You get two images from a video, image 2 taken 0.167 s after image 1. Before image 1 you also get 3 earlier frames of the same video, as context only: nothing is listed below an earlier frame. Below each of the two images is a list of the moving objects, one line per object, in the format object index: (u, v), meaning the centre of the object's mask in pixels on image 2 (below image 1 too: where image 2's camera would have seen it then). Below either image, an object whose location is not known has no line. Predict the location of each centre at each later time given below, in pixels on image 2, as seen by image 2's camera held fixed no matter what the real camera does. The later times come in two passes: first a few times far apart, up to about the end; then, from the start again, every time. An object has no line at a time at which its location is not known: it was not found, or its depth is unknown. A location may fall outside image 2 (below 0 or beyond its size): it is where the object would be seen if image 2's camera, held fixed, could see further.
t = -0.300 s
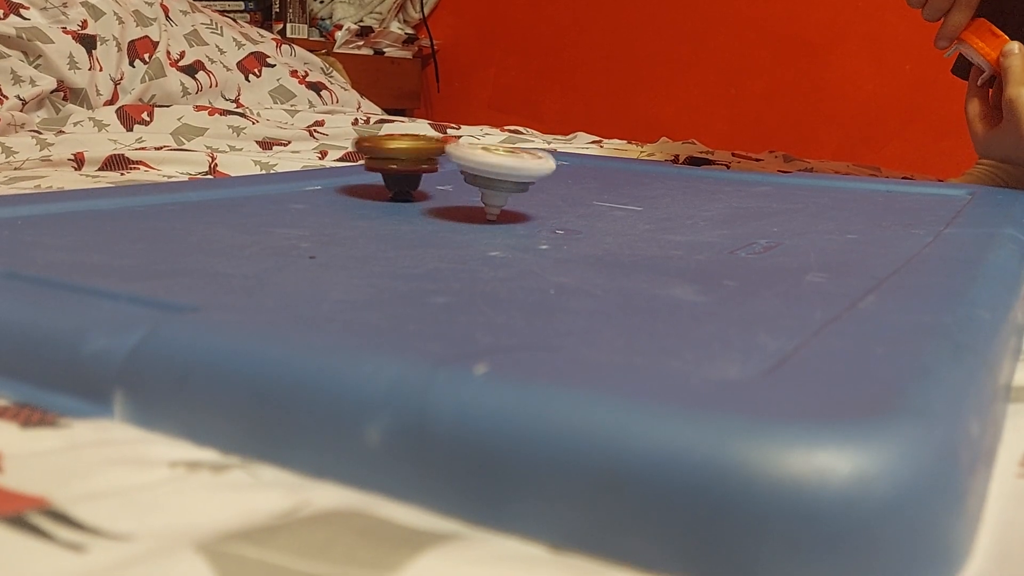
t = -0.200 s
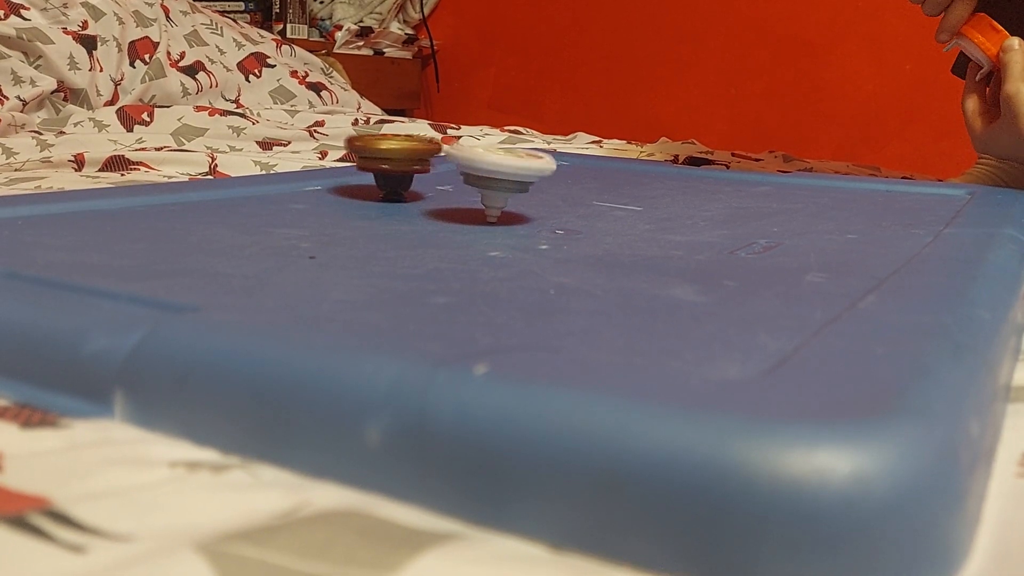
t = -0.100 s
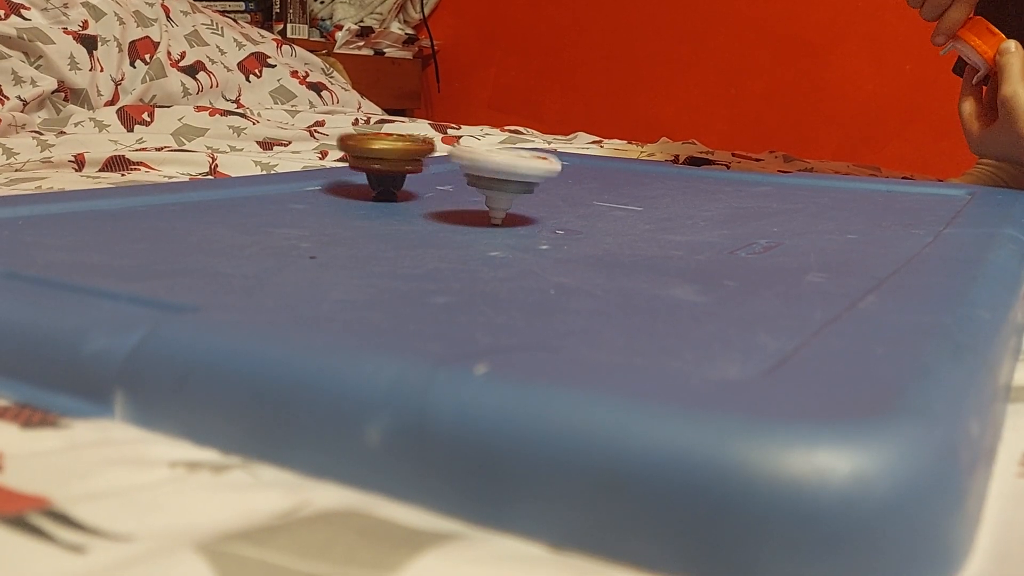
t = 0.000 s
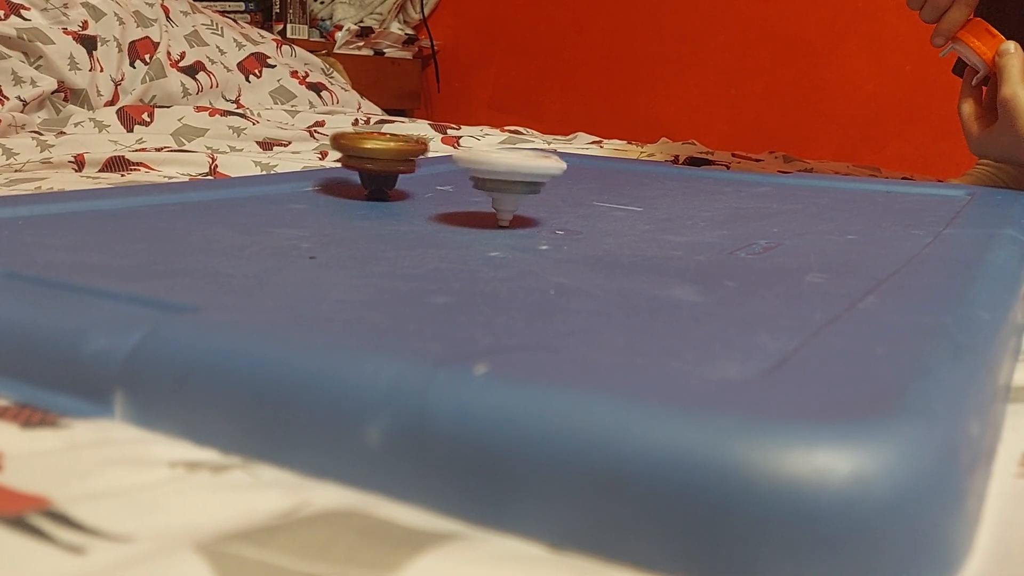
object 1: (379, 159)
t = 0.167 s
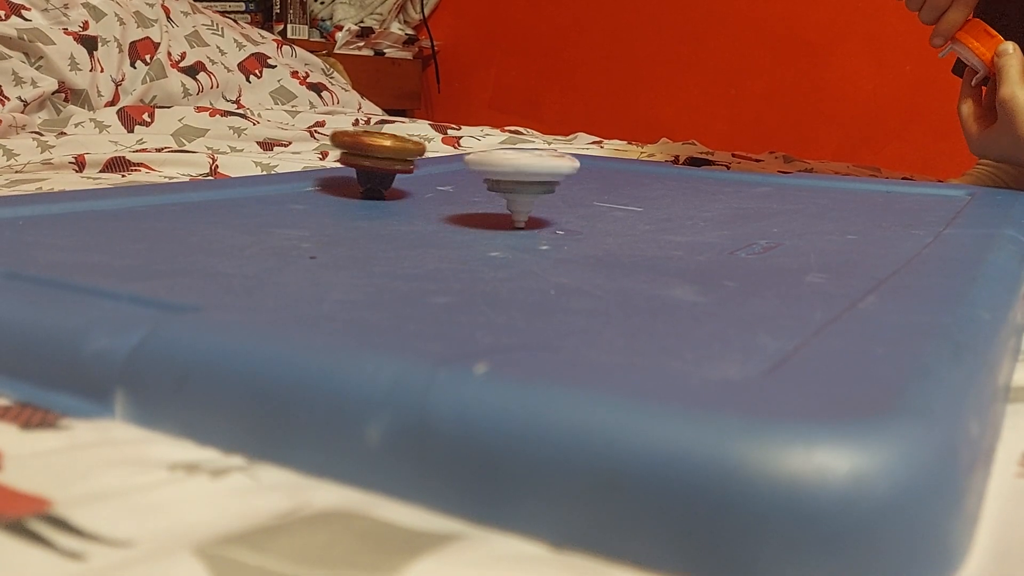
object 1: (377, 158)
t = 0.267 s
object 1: (378, 158)
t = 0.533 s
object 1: (377, 158)
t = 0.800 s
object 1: (379, 164)
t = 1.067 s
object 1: (368, 167)
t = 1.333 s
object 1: (348, 168)
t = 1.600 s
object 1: (347, 167)
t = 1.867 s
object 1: (356, 168)
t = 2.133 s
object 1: (364, 170)
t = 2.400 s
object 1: (372, 170)
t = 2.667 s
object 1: (399, 172)
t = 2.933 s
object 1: (420, 178)
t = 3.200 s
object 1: (425, 182)
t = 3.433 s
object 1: (419, 188)
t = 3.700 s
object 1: (394, 189)
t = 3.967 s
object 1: (383, 186)
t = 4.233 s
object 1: (408, 180)
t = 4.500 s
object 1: (456, 179)
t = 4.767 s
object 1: (512, 180)
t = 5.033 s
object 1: (547, 183)
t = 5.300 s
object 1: (545, 186)
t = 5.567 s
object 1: (526, 186)
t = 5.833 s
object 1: (505, 180)
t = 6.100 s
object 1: (501, 175)
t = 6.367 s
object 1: (523, 170)
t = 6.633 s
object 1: (550, 169)
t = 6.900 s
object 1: (590, 174)
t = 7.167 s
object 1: (591, 180)
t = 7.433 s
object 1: (563, 182)
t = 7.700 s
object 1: (539, 181)
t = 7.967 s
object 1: (536, 183)
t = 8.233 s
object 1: (519, 185)
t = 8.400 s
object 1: (494, 184)
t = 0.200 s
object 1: (378, 158)
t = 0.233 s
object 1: (379, 158)
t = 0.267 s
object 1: (378, 158)
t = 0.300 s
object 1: (377, 157)
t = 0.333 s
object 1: (377, 157)
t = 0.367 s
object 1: (377, 157)
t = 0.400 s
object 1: (377, 157)
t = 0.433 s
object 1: (377, 157)
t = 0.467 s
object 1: (377, 158)
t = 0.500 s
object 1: (378, 158)
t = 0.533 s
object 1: (377, 158)
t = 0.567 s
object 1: (378, 159)
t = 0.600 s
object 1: (379, 159)
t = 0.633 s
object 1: (378, 160)
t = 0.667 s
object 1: (379, 161)
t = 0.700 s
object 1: (380, 162)
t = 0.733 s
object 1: (380, 163)
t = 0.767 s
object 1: (380, 163)
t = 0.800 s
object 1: (379, 164)
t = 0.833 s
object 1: (379, 165)
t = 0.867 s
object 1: (378, 165)
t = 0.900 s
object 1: (378, 165)
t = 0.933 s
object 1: (376, 166)
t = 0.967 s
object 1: (375, 166)
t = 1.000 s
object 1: (373, 167)
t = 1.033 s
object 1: (370, 167)
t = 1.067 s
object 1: (368, 167)
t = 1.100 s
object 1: (366, 167)
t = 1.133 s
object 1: (363, 167)
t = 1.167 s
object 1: (360, 168)
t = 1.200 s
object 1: (358, 167)
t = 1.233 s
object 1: (355, 168)
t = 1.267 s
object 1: (353, 167)
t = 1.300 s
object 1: (351, 168)
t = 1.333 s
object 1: (348, 168)
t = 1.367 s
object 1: (346, 167)
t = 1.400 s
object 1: (346, 168)
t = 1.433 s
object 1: (344, 167)
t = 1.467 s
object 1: (344, 167)
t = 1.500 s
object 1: (343, 167)
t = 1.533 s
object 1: (344, 167)
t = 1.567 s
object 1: (346, 168)
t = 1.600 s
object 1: (347, 167)
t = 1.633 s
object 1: (346, 167)
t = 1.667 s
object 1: (347, 167)
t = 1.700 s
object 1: (348, 167)
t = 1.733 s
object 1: (349, 167)
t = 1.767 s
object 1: (350, 167)
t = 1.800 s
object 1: (353, 167)
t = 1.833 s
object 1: (354, 168)
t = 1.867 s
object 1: (356, 168)
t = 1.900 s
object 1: (361, 169)
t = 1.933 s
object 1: (364, 169)
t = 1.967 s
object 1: (367, 170)
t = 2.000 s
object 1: (370, 171)
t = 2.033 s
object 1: (368, 171)
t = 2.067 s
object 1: (364, 171)
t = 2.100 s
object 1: (363, 170)
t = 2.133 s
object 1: (364, 170)
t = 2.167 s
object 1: (362, 170)
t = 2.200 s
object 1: (362, 170)
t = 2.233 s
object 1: (363, 171)
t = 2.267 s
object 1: (365, 171)
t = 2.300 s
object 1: (368, 170)
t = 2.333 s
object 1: (369, 170)
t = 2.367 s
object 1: (370, 170)
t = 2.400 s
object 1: (372, 170)
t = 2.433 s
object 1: (374, 170)
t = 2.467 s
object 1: (377, 170)
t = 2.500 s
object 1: (380, 171)
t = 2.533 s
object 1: (383, 171)
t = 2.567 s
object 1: (386, 171)
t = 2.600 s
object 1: (390, 171)
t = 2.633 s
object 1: (394, 172)
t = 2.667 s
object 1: (399, 172)
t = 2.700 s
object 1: (401, 173)
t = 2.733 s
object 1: (405, 173)
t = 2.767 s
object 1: (409, 174)
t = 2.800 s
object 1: (412, 175)
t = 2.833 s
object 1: (415, 176)
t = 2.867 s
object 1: (417, 177)
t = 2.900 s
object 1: (419, 177)
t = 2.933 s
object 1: (420, 178)
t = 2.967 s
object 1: (423, 179)
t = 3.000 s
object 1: (423, 179)
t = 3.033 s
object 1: (424, 180)
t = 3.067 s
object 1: (424, 180)
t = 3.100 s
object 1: (427, 180)
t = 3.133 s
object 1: (425, 181)
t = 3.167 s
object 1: (425, 181)
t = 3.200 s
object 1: (425, 182)
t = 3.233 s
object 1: (425, 183)
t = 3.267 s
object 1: (423, 182)
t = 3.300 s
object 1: (421, 184)
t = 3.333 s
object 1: (422, 185)
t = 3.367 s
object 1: (420, 187)
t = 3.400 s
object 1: (420, 187)
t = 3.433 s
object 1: (419, 188)
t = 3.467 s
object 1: (416, 189)
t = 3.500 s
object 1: (413, 189)
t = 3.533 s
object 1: (409, 189)
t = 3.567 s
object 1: (406, 190)
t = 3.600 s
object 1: (403, 189)
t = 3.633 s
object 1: (400, 189)
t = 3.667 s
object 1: (397, 189)
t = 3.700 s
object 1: (394, 189)
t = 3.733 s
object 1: (391, 188)
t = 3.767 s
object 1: (389, 188)
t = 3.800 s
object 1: (388, 188)
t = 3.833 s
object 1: (385, 188)
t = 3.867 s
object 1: (383, 187)
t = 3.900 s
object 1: (381, 187)
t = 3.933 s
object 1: (382, 186)
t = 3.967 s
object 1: (383, 186)
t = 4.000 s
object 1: (385, 185)
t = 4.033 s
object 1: (386, 185)
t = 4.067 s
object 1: (389, 184)
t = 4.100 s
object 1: (390, 183)
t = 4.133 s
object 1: (394, 183)
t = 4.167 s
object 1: (397, 182)
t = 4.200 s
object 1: (403, 181)
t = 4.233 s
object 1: (408, 180)
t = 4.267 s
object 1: (415, 180)
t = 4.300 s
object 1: (419, 179)
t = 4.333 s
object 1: (426, 180)
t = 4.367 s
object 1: (431, 180)
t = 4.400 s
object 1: (438, 180)
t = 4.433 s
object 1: (444, 180)
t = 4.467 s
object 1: (450, 179)
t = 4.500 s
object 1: (456, 179)
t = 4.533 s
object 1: (464, 179)
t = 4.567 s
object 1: (471, 179)
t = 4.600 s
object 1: (477, 179)
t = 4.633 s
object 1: (485, 180)
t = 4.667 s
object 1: (492, 180)
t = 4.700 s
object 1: (499, 180)
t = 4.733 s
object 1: (506, 180)
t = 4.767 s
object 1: (512, 180)
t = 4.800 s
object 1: (518, 180)
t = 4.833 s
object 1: (523, 181)
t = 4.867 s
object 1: (528, 181)
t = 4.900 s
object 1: (532, 181)
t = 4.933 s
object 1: (538, 182)
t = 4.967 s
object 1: (541, 182)
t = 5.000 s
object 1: (543, 182)
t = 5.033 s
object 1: (547, 183)
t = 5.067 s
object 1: (547, 183)
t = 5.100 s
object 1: (548, 184)
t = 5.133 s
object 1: (549, 185)
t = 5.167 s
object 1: (549, 185)
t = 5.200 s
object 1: (547, 186)
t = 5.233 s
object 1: (548, 186)
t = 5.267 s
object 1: (548, 186)
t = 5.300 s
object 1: (545, 186)
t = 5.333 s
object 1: (543, 187)
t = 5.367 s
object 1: (541, 187)
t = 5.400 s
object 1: (538, 187)
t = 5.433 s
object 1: (536, 188)
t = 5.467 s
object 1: (534, 187)
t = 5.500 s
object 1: (530, 187)
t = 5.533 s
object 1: (529, 186)
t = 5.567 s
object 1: (526, 186)
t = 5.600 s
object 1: (523, 186)
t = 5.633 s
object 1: (521, 186)
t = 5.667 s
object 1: (516, 185)
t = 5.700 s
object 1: (515, 184)
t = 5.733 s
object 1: (512, 183)
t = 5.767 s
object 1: (509, 183)
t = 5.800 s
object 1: (508, 182)
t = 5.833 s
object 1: (505, 180)
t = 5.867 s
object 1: (504, 181)
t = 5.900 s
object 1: (502, 179)
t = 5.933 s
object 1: (501, 178)
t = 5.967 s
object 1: (500, 177)
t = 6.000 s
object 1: (499, 177)
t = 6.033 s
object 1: (500, 176)
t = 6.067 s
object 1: (500, 175)
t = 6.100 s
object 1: (501, 175)
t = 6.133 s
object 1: (503, 173)
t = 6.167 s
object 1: (505, 173)
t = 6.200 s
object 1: (509, 172)
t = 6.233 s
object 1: (510, 171)
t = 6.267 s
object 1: (513, 172)
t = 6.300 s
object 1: (517, 171)
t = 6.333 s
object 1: (519, 170)
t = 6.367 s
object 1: (523, 170)
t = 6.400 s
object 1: (526, 169)
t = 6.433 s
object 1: (529, 169)
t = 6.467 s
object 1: (533, 169)
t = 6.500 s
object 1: (536, 168)
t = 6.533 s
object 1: (539, 168)
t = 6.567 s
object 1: (543, 168)
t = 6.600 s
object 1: (546, 169)
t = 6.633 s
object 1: (550, 169)
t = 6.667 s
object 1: (555, 169)
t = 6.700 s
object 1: (559, 170)
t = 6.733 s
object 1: (565, 171)
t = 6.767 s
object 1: (573, 171)
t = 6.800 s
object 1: (578, 171)
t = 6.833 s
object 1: (582, 173)
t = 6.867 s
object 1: (588, 174)
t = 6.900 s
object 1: (590, 174)
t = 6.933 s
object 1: (592, 176)
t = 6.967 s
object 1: (596, 177)
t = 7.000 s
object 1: (596, 177)
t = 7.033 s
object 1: (596, 178)
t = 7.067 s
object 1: (598, 178)
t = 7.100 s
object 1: (596, 180)
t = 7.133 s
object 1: (593, 180)
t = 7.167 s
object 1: (591, 180)
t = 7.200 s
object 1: (586, 181)
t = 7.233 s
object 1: (583, 182)
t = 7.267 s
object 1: (578, 181)
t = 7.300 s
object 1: (575, 181)
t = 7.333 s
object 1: (575, 181)
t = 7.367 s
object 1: (571, 181)
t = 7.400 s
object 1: (566, 182)
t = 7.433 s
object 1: (563, 182)
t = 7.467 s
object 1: (559, 182)
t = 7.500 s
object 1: (555, 182)
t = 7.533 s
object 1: (549, 181)
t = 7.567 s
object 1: (545, 180)
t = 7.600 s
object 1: (539, 181)
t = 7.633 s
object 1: (538, 181)
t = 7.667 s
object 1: (539, 180)
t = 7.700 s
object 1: (539, 181)
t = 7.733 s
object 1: (537, 180)
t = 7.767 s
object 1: (536, 181)
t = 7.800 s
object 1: (536, 182)
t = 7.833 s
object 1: (535, 182)
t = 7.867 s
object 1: (535, 181)
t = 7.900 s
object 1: (536, 182)
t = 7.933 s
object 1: (534, 181)
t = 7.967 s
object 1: (536, 183)
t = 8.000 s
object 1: (538, 183)
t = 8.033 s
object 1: (536, 183)
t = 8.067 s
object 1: (534, 184)
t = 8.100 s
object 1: (534, 184)
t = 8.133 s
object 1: (532, 184)
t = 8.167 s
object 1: (528, 185)
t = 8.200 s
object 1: (523, 185)
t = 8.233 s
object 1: (519, 185)
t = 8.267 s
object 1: (515, 184)
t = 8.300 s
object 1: (510, 184)
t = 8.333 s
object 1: (503, 185)
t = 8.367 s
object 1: (499, 184)
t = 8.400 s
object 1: (494, 184)
